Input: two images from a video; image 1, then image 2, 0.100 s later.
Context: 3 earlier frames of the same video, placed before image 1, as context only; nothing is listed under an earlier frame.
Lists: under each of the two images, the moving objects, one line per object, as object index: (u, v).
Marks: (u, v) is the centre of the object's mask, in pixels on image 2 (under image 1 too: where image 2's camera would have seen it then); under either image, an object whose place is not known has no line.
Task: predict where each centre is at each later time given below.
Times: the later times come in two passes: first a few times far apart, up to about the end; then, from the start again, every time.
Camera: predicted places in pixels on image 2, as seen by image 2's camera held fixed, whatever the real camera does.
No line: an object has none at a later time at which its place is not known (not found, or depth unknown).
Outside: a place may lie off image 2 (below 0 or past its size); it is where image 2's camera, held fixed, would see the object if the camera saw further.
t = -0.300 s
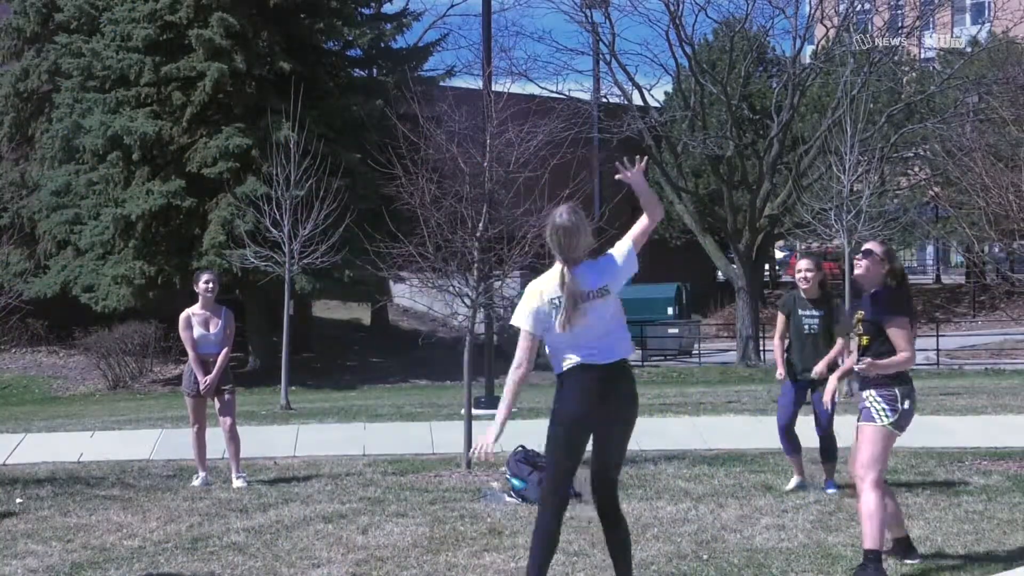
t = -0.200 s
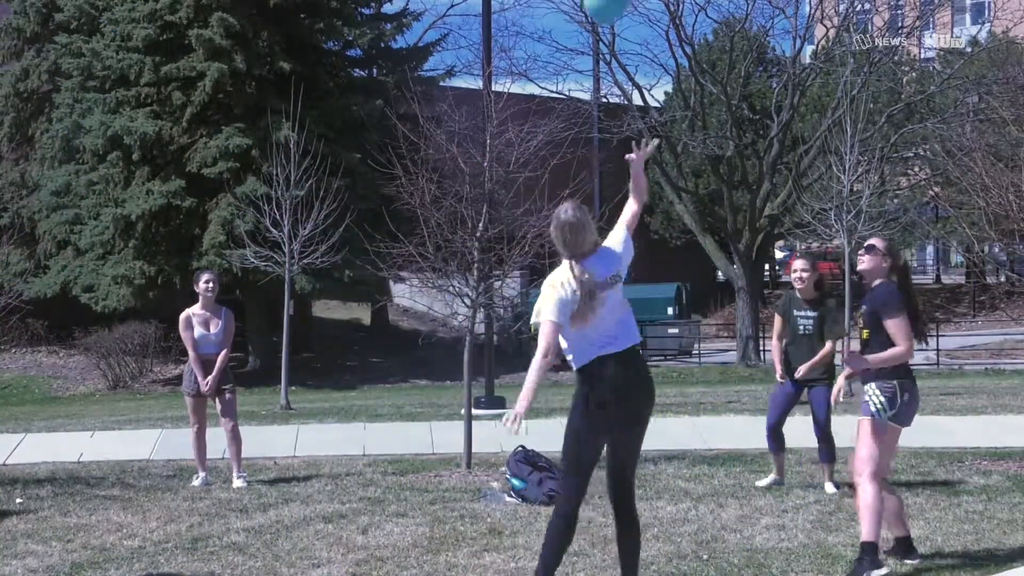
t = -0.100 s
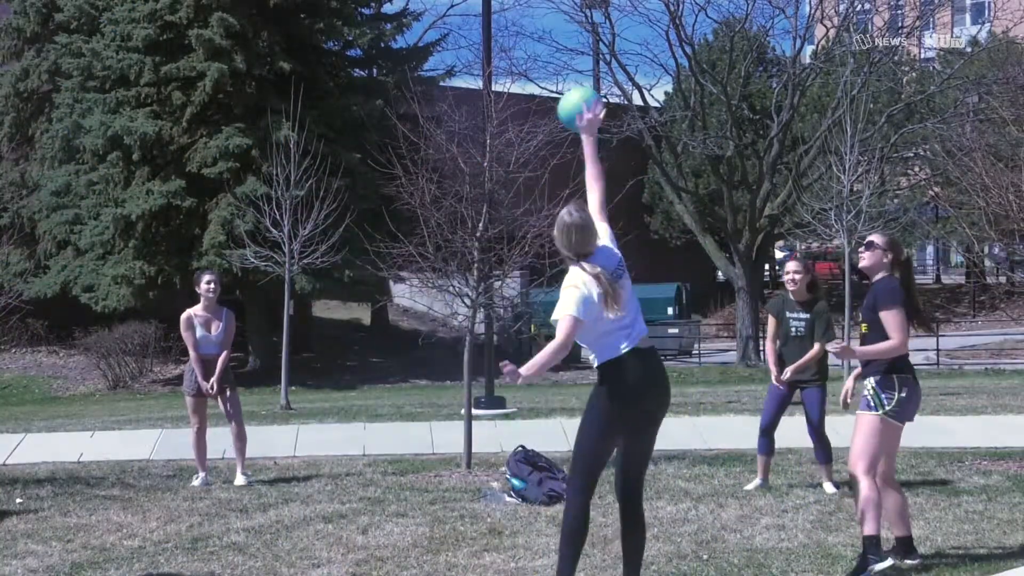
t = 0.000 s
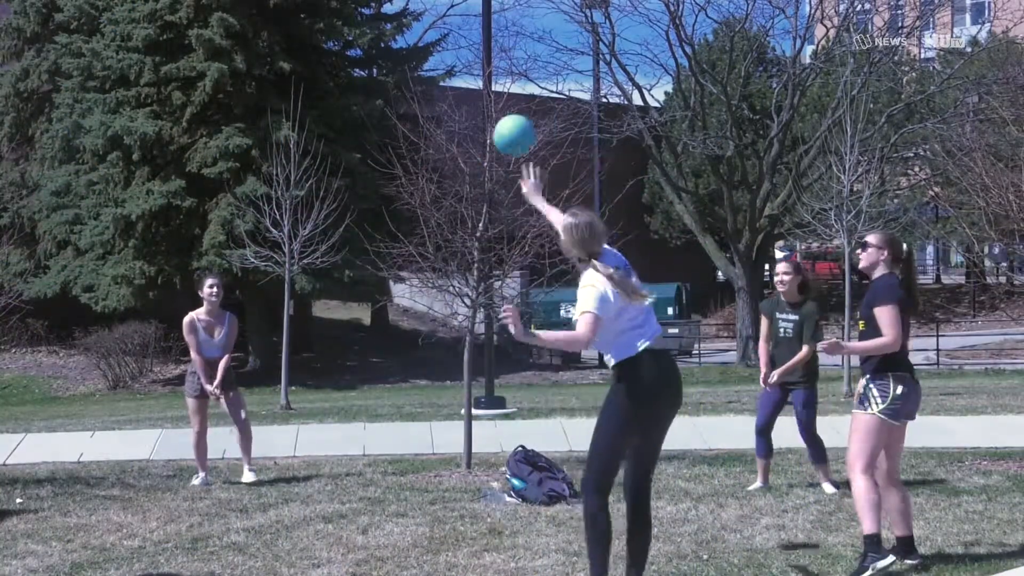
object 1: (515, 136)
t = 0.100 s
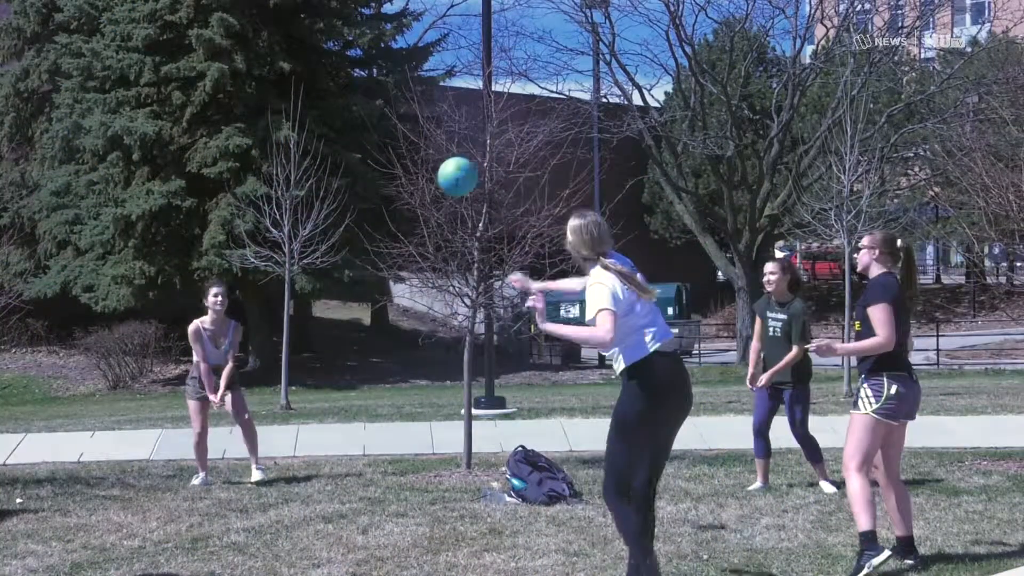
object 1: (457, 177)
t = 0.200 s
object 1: (408, 230)
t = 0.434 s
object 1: (313, 388)
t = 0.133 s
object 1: (440, 193)
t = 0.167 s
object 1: (423, 212)
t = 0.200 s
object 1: (408, 230)
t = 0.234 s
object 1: (392, 250)
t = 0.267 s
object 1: (377, 272)
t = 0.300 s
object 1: (364, 293)
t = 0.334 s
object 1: (350, 316)
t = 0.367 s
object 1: (337, 339)
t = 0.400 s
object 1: (325, 363)
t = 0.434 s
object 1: (313, 388)
